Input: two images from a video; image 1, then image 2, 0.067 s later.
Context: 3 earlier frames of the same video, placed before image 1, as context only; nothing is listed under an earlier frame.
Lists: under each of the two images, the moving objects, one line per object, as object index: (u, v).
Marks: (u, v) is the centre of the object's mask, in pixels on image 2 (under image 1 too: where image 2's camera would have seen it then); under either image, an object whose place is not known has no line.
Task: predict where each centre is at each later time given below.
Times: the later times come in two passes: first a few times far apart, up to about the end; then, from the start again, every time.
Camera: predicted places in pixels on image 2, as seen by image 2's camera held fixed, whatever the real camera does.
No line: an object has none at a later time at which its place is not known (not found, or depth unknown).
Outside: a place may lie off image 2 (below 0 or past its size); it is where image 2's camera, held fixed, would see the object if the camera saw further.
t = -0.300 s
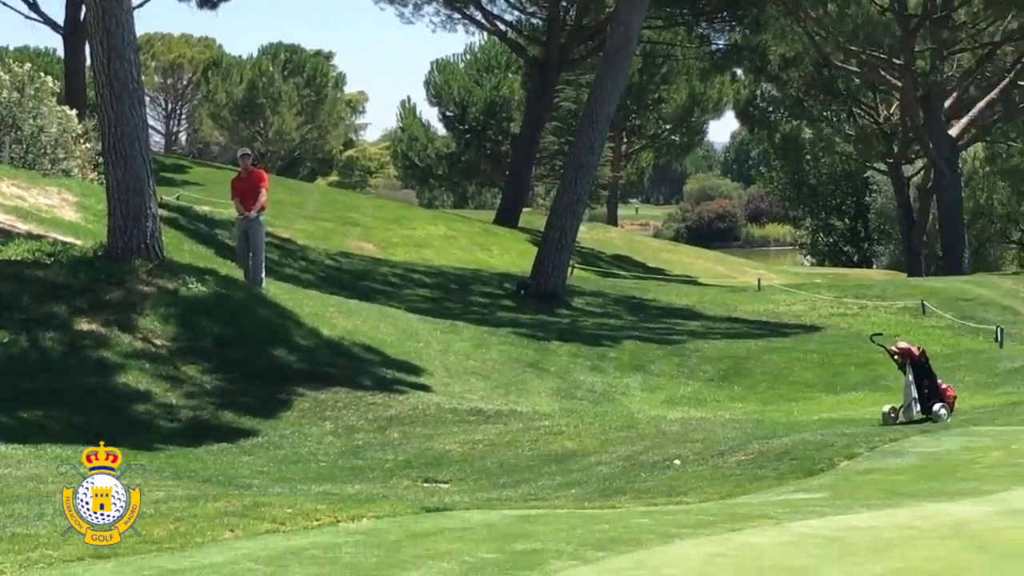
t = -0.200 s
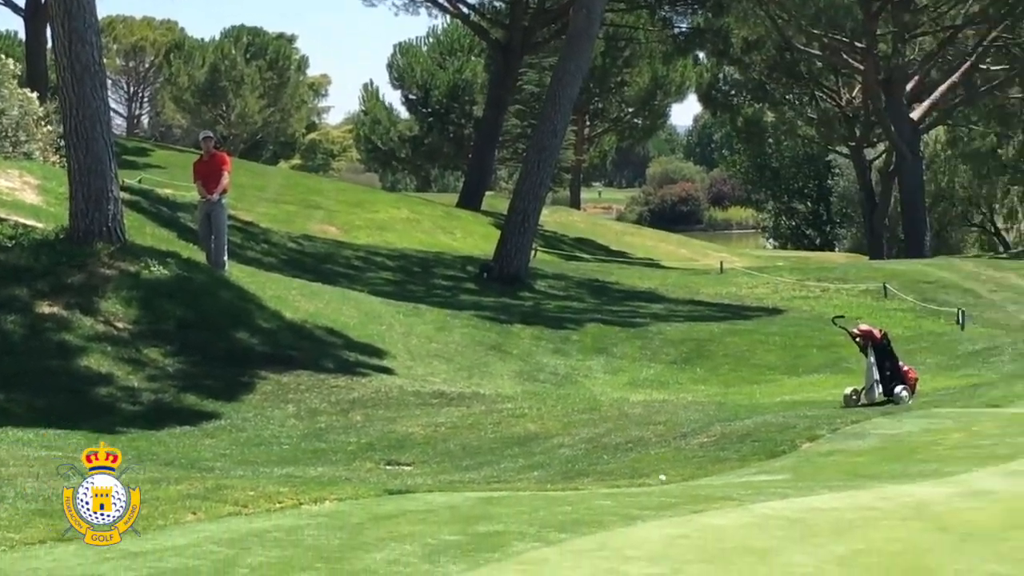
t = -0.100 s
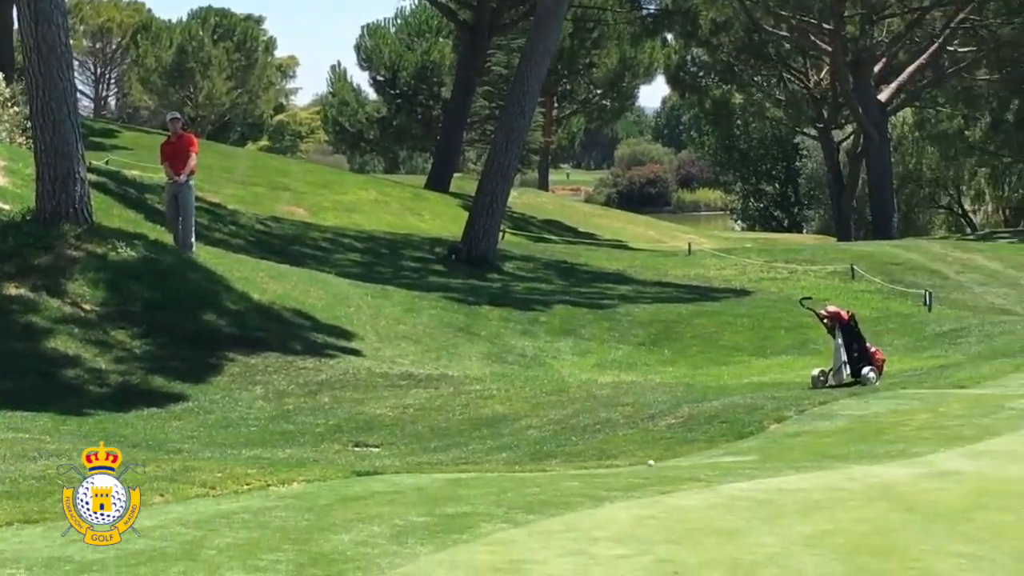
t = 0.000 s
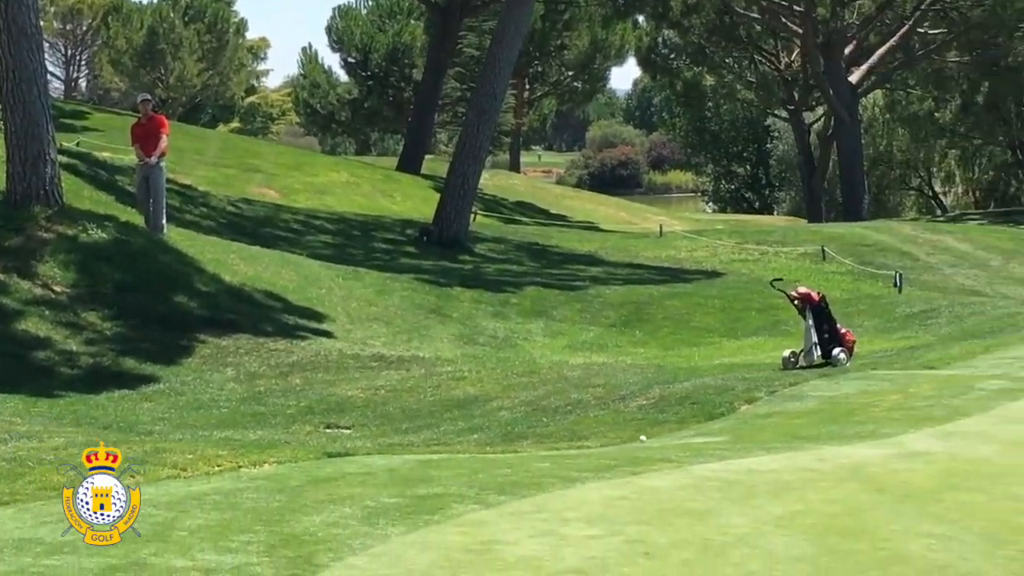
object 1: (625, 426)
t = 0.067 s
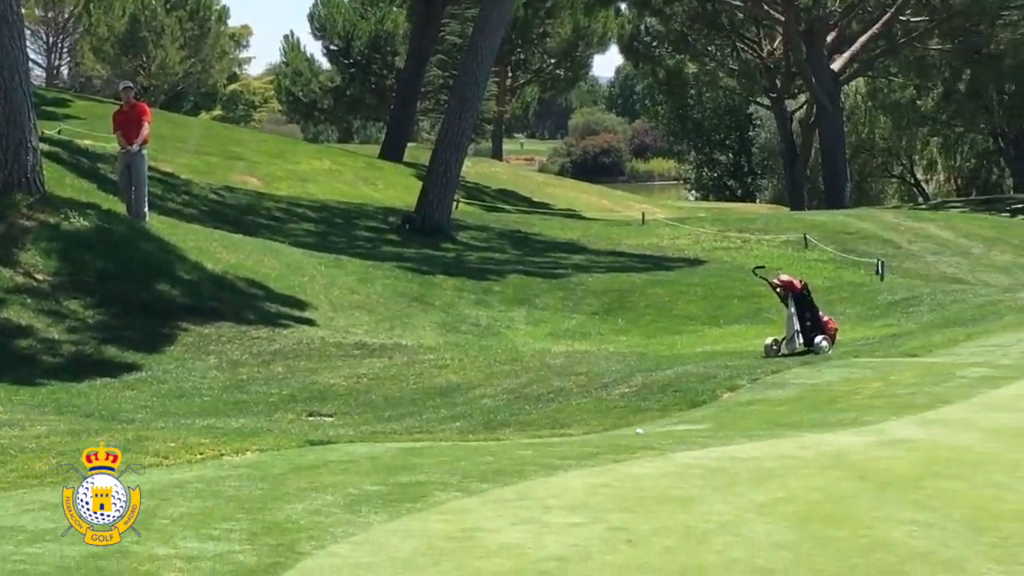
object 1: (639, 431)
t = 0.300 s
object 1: (688, 457)
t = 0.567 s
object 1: (747, 473)
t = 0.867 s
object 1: (815, 488)
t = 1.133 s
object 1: (880, 502)
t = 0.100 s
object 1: (646, 436)
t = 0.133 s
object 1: (653, 443)
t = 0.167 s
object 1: (660, 454)
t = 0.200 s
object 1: (667, 455)
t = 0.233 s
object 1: (674, 453)
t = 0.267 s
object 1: (681, 454)
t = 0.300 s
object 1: (688, 457)
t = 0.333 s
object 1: (695, 462)
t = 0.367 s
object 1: (702, 464)
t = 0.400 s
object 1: (710, 464)
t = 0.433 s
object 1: (717, 466)
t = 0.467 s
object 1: (724, 469)
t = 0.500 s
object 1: (732, 470)
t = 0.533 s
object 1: (739, 471)
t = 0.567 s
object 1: (747, 473)
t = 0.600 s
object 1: (754, 474)
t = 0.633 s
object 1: (761, 475)
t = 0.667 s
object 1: (769, 478)
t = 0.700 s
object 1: (777, 479)
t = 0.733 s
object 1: (784, 481)
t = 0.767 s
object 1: (792, 483)
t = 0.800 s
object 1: (800, 484)
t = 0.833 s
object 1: (808, 486)
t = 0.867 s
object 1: (815, 488)
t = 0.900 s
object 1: (823, 490)
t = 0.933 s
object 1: (831, 491)
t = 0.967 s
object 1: (839, 493)
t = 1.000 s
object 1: (847, 495)
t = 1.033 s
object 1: (856, 496)
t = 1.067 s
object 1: (864, 498)
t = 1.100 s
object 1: (872, 500)
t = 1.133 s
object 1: (880, 502)
